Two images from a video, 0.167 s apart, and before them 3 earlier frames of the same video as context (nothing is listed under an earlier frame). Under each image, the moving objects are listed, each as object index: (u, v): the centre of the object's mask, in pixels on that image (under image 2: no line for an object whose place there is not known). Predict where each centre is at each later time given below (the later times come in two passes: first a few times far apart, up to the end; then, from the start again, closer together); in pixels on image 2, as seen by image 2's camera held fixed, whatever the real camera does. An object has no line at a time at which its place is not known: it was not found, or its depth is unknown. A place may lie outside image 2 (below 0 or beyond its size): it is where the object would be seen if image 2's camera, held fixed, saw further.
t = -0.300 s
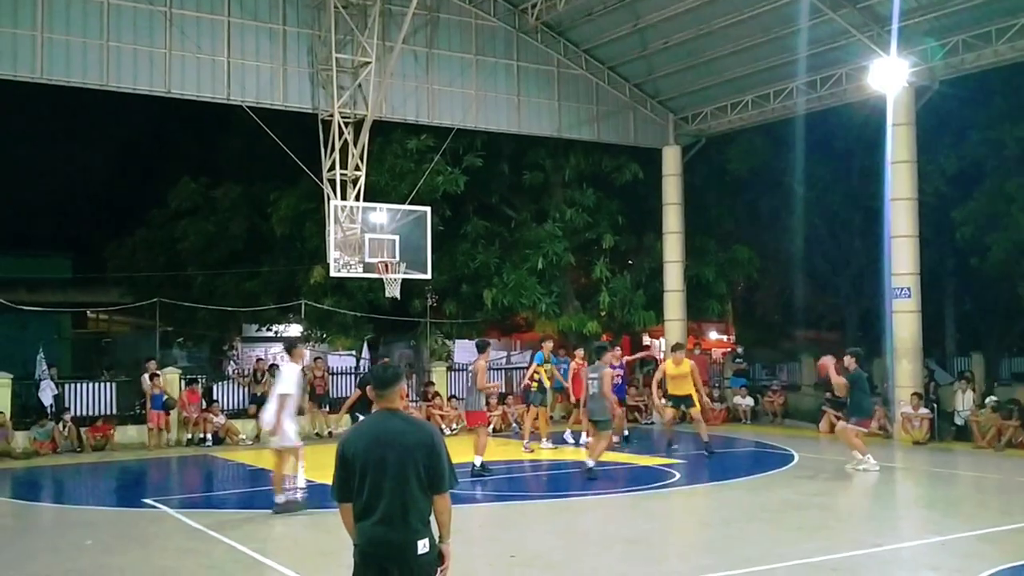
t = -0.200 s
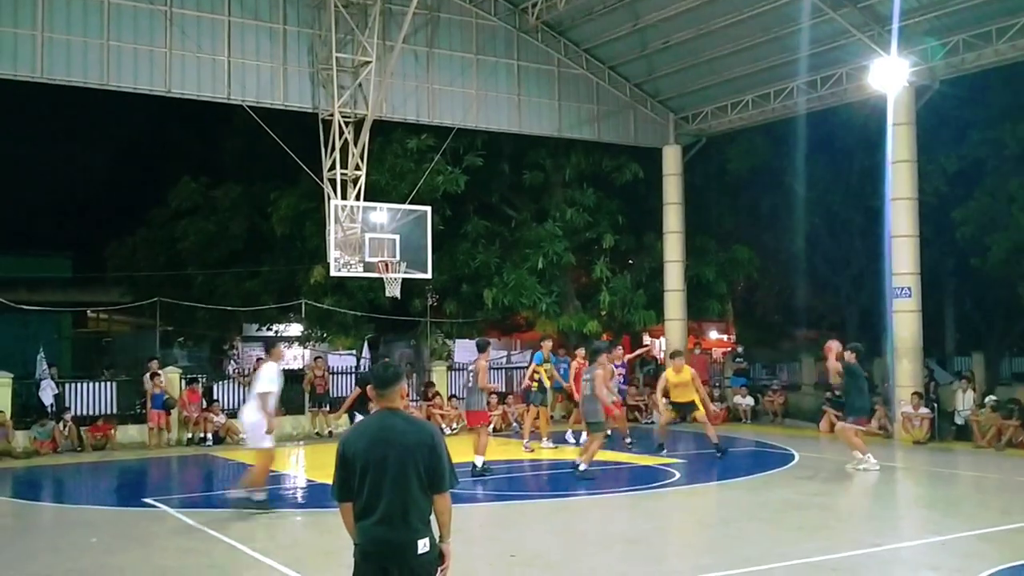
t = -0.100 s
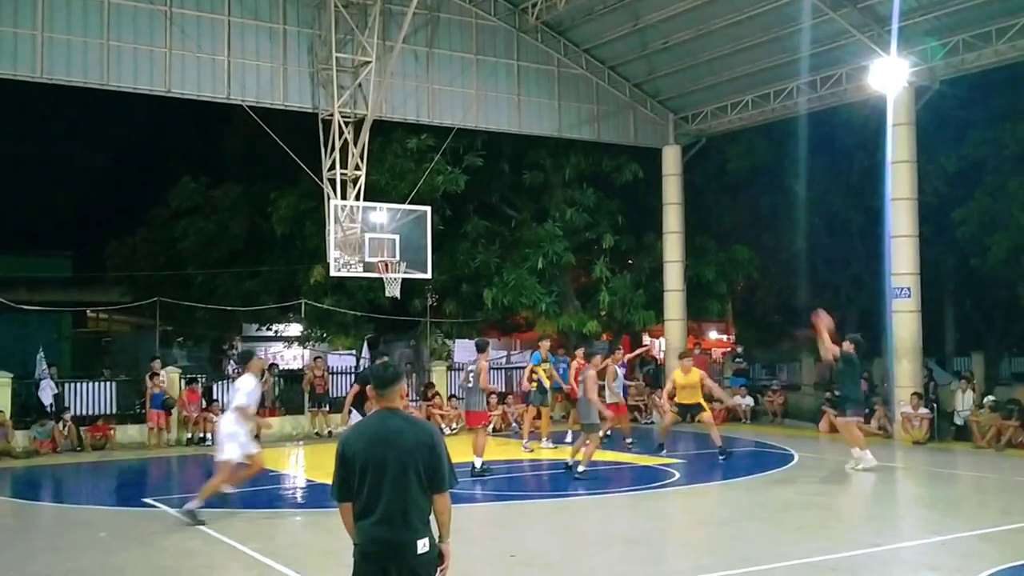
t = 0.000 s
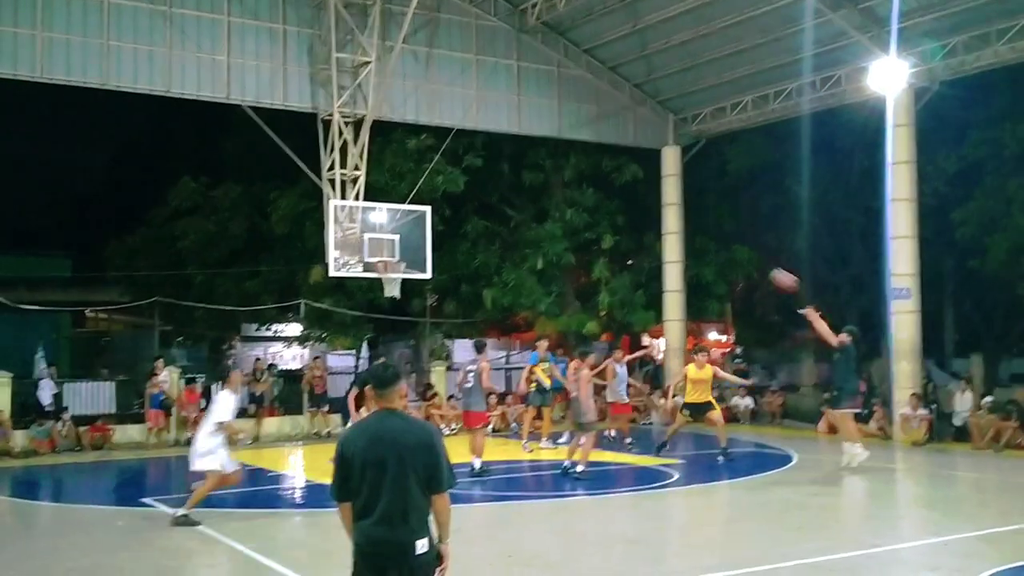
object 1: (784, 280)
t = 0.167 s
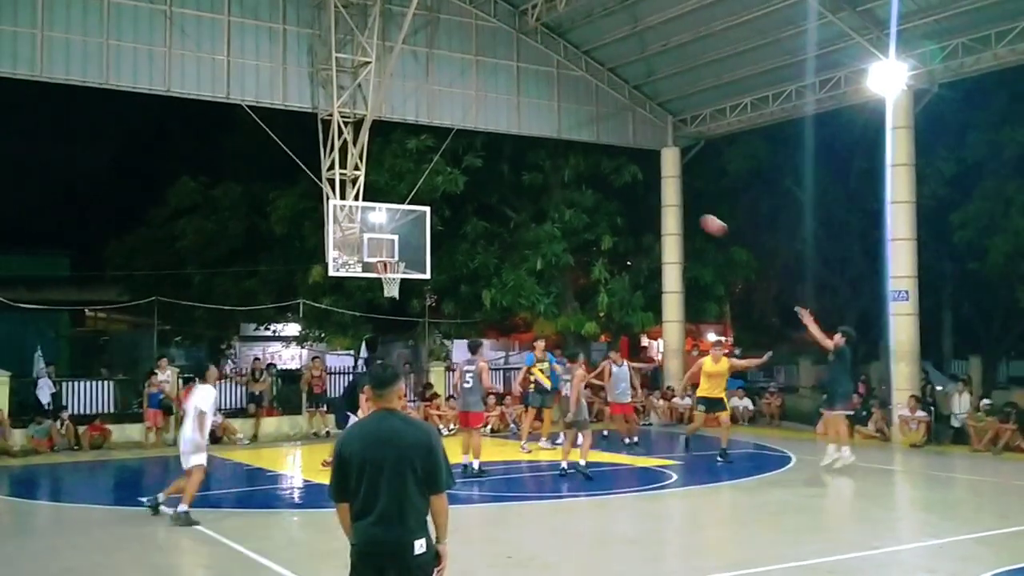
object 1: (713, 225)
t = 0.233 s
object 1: (690, 210)
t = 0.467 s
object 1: (603, 178)
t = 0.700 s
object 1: (525, 182)
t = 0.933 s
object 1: (453, 219)
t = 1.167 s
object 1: (431, 271)
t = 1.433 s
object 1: (498, 329)
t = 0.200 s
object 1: (700, 217)
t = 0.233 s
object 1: (690, 210)
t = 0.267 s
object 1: (678, 203)
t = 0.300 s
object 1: (660, 196)
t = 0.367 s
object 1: (638, 187)
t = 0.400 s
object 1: (626, 184)
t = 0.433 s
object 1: (615, 181)
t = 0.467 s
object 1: (603, 178)
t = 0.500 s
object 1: (591, 177)
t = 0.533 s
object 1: (579, 176)
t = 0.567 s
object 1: (569, 176)
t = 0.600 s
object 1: (558, 177)
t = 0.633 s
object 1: (547, 177)
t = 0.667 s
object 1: (536, 180)
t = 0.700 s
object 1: (525, 182)
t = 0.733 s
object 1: (515, 185)
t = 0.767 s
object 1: (505, 189)
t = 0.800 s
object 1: (494, 194)
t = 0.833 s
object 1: (484, 199)
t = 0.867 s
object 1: (474, 205)
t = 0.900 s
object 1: (464, 211)
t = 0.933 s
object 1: (453, 219)
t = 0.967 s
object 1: (444, 226)
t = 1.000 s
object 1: (437, 233)
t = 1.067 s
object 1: (415, 252)
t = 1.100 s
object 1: (410, 261)
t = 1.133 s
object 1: (418, 265)
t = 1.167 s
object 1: (431, 271)
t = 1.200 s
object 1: (440, 277)
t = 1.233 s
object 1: (448, 283)
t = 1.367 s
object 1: (488, 318)
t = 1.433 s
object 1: (498, 329)
